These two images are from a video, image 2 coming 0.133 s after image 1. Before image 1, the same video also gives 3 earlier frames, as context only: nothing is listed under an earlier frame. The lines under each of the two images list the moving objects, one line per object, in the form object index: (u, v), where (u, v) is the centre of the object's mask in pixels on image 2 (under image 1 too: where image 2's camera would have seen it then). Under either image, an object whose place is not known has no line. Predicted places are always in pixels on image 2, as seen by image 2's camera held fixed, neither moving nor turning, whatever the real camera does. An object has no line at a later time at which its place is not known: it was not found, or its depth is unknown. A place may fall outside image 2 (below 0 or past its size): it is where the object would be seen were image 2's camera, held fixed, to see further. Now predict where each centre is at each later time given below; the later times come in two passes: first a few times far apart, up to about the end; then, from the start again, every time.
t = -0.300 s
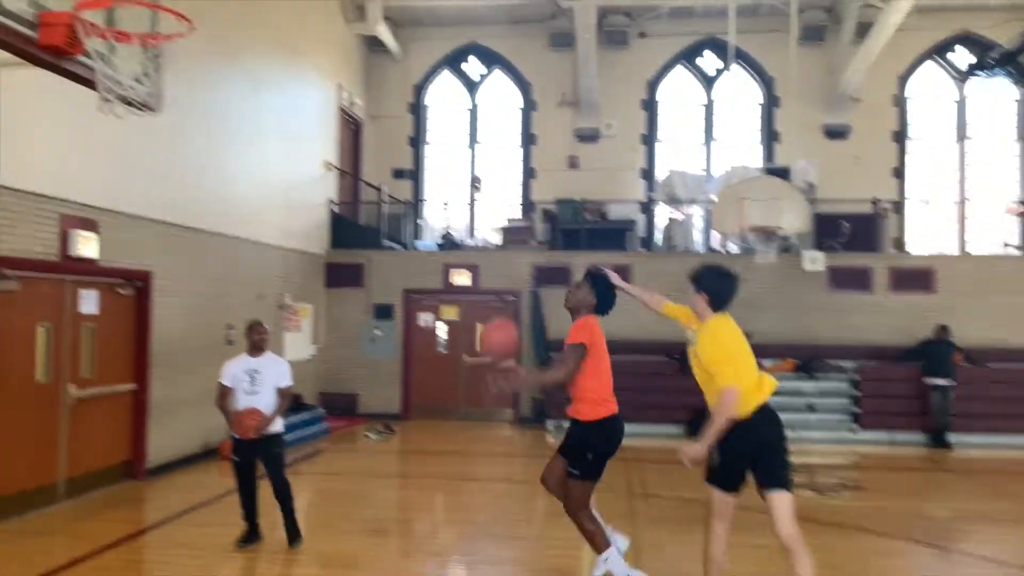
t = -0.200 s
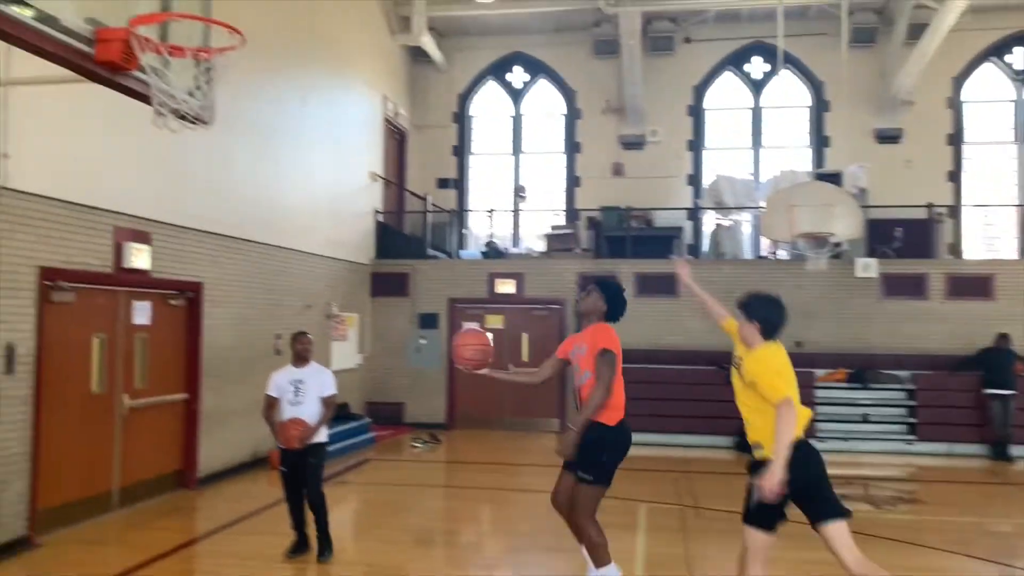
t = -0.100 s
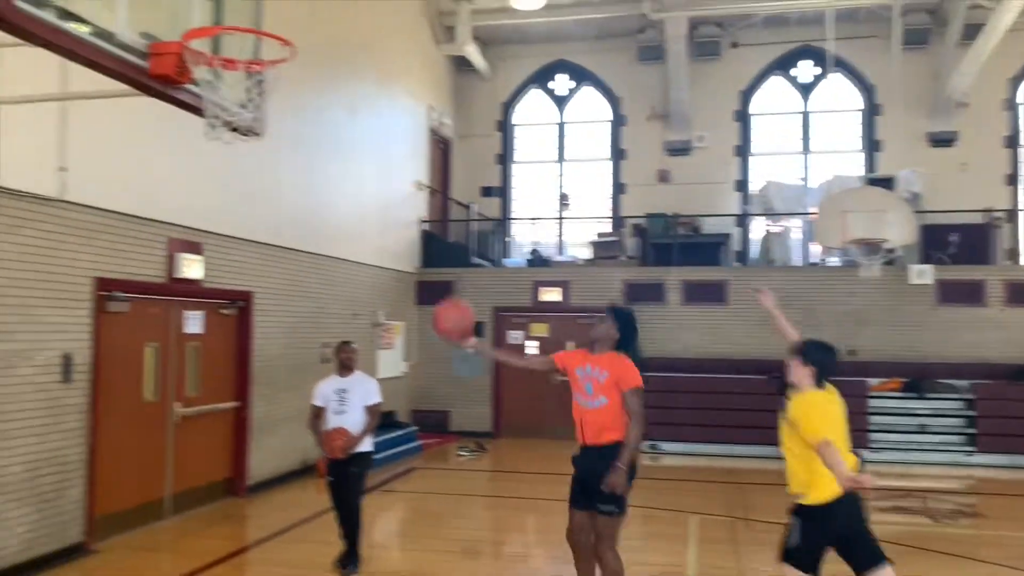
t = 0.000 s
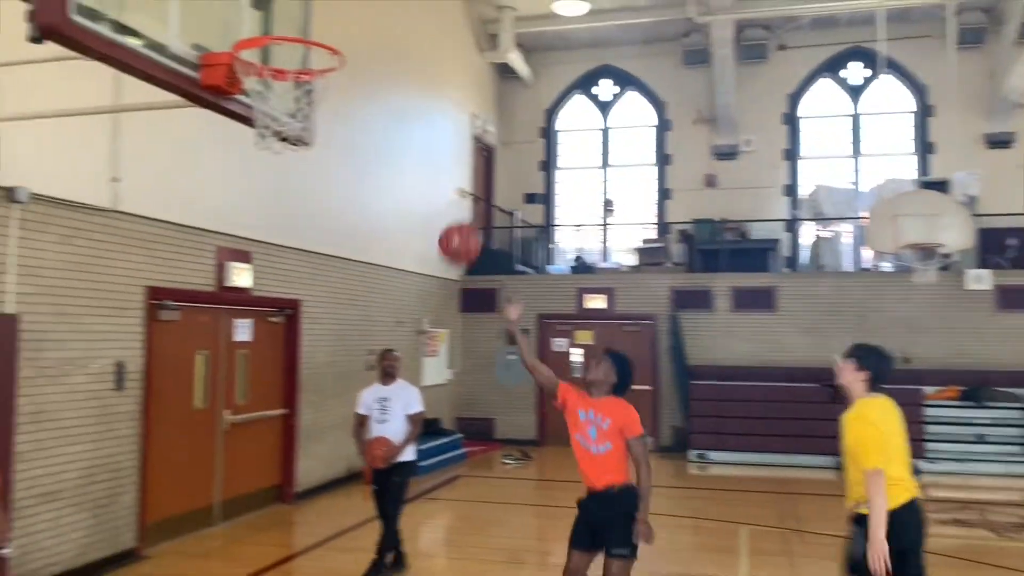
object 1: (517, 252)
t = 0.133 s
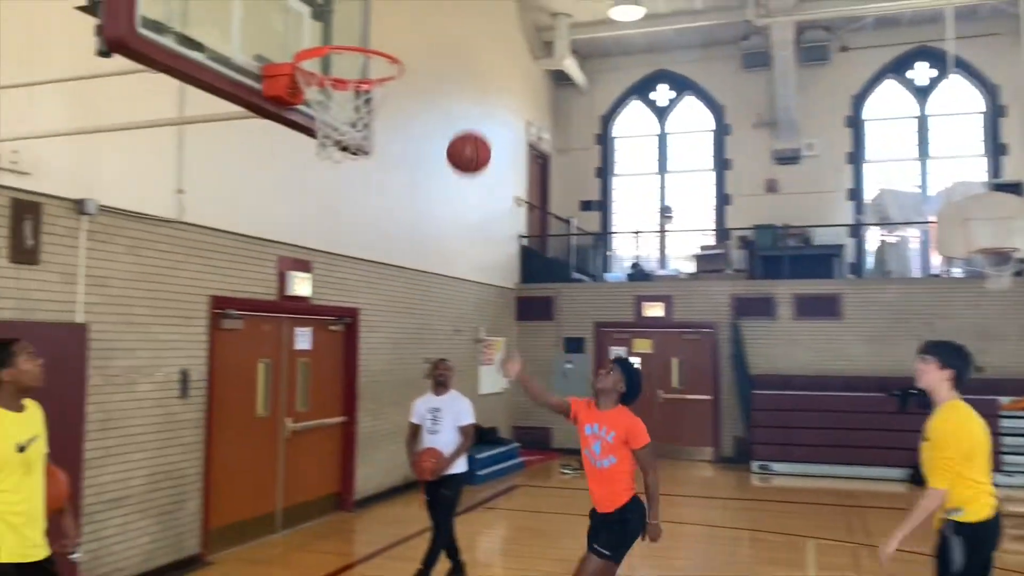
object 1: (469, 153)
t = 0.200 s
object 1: (443, 114)
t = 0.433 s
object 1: (349, 39)
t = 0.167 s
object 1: (456, 132)
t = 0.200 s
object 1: (443, 114)
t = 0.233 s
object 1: (430, 98)
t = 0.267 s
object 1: (418, 83)
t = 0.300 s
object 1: (411, 70)
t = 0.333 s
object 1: (393, 54)
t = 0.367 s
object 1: (377, 50)
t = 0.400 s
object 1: (363, 43)
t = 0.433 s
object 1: (349, 39)
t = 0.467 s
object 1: (340, 27)
